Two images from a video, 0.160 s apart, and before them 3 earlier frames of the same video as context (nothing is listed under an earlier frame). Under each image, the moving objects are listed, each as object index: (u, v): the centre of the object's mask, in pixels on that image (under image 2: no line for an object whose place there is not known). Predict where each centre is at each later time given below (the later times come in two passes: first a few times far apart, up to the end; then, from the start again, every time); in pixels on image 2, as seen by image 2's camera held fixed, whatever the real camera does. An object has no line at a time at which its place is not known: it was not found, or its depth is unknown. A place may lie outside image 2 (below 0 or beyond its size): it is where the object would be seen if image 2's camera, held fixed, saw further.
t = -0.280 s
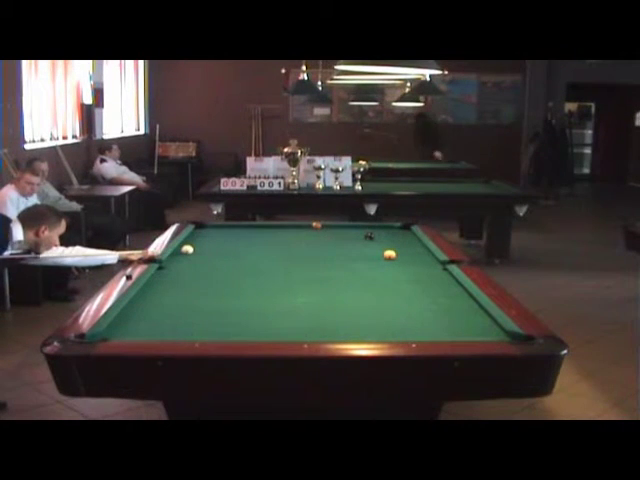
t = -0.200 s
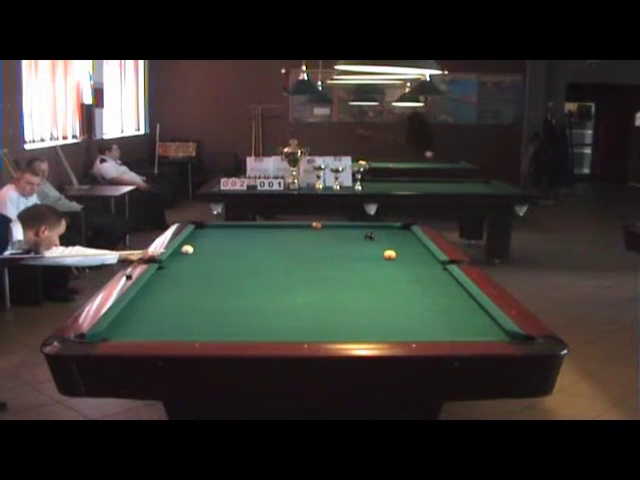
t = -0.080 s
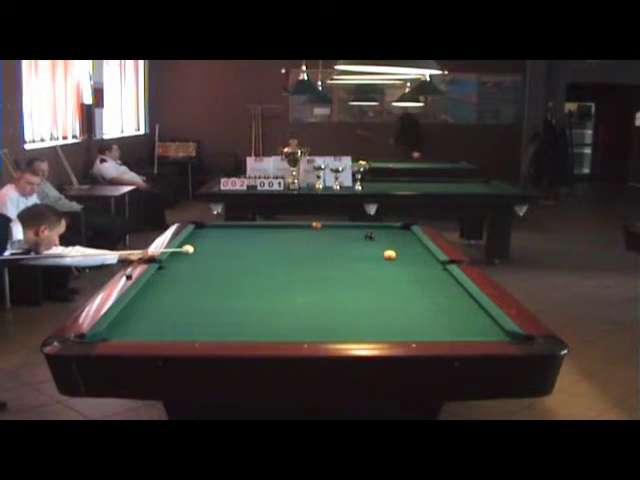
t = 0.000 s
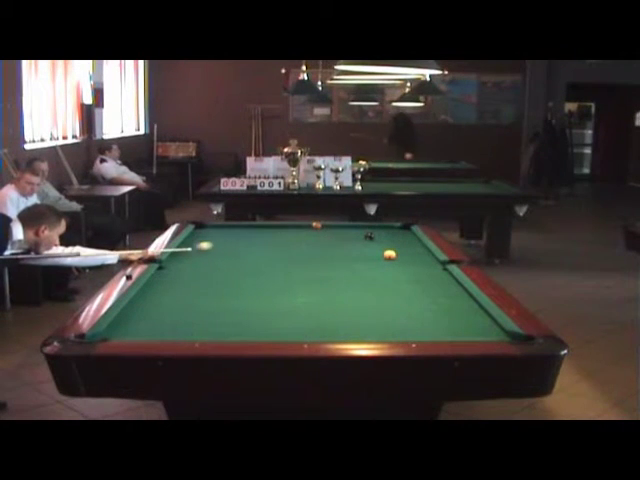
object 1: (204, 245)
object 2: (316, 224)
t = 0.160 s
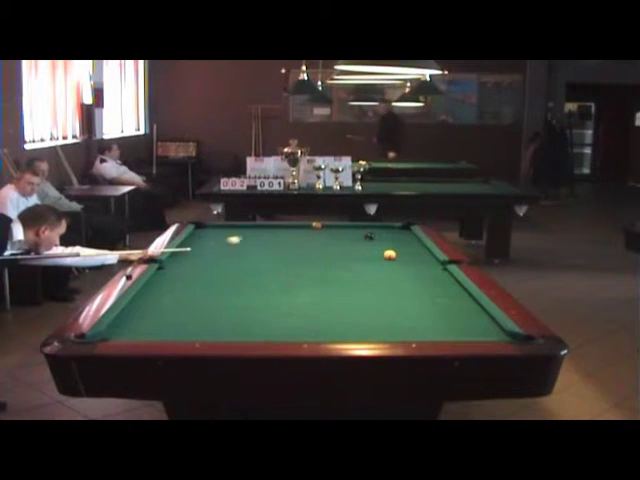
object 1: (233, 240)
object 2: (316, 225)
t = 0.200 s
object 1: (240, 238)
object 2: (316, 225)
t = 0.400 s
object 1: (272, 232)
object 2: (316, 225)
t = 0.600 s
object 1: (300, 227)
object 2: (316, 225)
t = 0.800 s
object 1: (307, 228)
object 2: (330, 225)
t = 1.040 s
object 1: (310, 231)
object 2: (348, 225)
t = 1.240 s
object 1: (312, 235)
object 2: (364, 225)
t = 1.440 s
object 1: (314, 238)
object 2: (378, 225)
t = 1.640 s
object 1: (317, 241)
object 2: (392, 225)
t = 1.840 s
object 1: (320, 245)
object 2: (405, 225)
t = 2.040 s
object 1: (323, 249)
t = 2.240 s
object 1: (326, 252)
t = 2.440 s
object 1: (329, 256)
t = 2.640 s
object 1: (333, 259)
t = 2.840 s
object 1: (336, 263)
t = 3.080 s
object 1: (340, 267)
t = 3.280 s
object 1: (343, 270)
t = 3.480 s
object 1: (346, 273)
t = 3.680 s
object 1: (349, 277)
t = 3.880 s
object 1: (352, 279)
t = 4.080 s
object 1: (356, 282)
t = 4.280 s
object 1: (358, 285)
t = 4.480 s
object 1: (361, 287)
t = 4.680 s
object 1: (364, 290)
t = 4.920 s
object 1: (367, 292)
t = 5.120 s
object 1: (368, 294)
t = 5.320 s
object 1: (369, 295)
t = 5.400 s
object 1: (370, 296)
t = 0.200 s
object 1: (240, 238)
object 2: (316, 225)
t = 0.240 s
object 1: (247, 237)
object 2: (316, 225)
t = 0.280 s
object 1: (253, 236)
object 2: (316, 225)
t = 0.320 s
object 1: (260, 234)
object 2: (316, 225)
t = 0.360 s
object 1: (266, 233)
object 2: (316, 225)
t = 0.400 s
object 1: (272, 232)
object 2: (316, 225)
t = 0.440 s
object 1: (278, 231)
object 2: (316, 225)
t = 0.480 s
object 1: (283, 230)
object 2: (316, 225)
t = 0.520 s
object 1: (289, 229)
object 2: (316, 225)
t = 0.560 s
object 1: (294, 228)
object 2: (316, 225)
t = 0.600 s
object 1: (300, 227)
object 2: (316, 225)
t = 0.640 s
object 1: (305, 226)
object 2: (316, 225)
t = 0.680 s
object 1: (306, 226)
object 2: (319, 225)
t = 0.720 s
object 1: (306, 226)
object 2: (322, 225)
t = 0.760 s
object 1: (306, 227)
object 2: (326, 225)
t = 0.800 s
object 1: (307, 228)
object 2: (330, 225)
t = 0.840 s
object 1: (307, 228)
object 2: (333, 225)
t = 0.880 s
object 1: (308, 229)
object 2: (336, 225)
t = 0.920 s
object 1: (308, 230)
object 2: (339, 225)
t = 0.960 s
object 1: (309, 230)
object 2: (342, 225)
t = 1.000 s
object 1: (309, 231)
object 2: (345, 225)
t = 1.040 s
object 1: (310, 231)
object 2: (348, 225)
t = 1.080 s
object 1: (310, 232)
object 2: (352, 225)
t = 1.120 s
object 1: (311, 233)
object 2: (355, 225)
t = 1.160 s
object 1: (311, 233)
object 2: (358, 225)
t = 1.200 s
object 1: (312, 234)
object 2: (361, 225)
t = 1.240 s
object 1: (312, 235)
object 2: (364, 225)
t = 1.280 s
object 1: (313, 235)
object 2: (367, 225)
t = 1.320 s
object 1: (313, 236)
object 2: (370, 225)
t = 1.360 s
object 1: (313, 237)
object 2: (373, 225)
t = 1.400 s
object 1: (314, 237)
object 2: (375, 225)
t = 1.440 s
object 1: (314, 238)
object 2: (378, 225)
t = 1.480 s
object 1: (315, 239)
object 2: (381, 225)
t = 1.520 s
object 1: (316, 239)
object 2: (384, 225)
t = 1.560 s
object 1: (316, 240)
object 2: (387, 225)
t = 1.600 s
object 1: (317, 241)
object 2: (389, 225)
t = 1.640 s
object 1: (317, 241)
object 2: (392, 225)
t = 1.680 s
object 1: (318, 242)
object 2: (395, 225)
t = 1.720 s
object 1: (318, 243)
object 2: (398, 225)
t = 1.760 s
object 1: (319, 244)
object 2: (400, 225)
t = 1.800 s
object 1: (320, 244)
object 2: (403, 225)
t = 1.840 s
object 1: (320, 245)
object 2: (405, 225)
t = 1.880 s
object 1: (321, 246)
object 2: (407, 226)
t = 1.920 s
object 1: (321, 246)
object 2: (409, 227)
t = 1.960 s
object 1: (322, 247)
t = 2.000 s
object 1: (323, 248)
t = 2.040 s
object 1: (323, 249)
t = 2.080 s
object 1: (324, 249)
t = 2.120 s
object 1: (325, 250)
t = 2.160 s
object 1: (325, 251)
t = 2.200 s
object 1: (326, 251)
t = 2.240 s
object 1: (326, 252)
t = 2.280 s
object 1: (327, 253)
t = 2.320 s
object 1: (328, 253)
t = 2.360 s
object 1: (328, 254)
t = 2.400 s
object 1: (329, 255)
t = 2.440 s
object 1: (329, 256)
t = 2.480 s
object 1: (330, 256)
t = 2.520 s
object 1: (331, 257)
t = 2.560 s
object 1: (331, 258)
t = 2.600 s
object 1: (332, 258)
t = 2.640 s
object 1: (333, 259)
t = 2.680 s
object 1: (333, 260)
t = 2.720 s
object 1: (334, 261)
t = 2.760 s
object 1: (334, 261)
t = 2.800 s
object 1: (335, 262)
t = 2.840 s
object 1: (336, 263)
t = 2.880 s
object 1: (336, 263)
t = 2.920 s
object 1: (337, 264)
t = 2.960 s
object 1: (337, 265)
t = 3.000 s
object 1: (338, 265)
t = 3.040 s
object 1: (339, 266)
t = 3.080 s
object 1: (340, 267)
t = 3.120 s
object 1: (340, 267)
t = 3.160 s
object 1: (341, 268)
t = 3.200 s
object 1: (341, 269)
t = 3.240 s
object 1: (342, 269)
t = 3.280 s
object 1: (343, 270)
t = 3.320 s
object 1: (343, 271)
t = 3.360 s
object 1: (344, 271)
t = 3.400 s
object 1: (345, 272)
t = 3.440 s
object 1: (345, 273)
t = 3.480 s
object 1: (346, 273)
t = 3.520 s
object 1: (347, 274)
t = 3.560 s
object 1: (347, 275)
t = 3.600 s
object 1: (348, 275)
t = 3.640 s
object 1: (348, 276)
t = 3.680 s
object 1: (349, 277)
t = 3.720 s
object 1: (350, 277)
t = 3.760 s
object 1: (350, 278)
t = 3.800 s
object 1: (351, 278)
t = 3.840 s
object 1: (352, 279)
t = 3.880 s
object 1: (352, 279)
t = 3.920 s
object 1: (353, 280)
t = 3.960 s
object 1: (353, 281)
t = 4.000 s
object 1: (354, 281)
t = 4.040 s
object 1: (355, 282)
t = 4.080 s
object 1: (356, 282)
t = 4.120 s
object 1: (356, 283)
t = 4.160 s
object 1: (356, 283)
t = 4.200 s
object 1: (357, 284)
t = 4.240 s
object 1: (357, 285)
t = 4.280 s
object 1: (358, 285)
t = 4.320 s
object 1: (359, 286)
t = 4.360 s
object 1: (359, 286)
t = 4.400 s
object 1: (360, 287)
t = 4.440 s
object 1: (360, 287)
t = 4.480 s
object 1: (361, 287)
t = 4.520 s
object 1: (361, 288)
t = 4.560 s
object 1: (362, 288)
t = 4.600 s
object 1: (362, 289)
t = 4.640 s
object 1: (363, 289)
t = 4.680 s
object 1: (364, 290)
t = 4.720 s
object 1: (364, 290)
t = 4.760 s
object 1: (365, 291)
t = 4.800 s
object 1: (365, 291)
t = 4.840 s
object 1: (366, 291)
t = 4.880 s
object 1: (366, 292)
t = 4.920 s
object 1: (367, 292)
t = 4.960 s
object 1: (367, 292)
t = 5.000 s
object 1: (367, 293)
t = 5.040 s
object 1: (368, 293)
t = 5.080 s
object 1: (368, 294)
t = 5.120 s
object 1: (368, 294)
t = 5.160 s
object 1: (369, 294)
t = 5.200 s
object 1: (369, 295)
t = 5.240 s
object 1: (369, 295)
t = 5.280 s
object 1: (369, 295)
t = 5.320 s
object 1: (369, 295)
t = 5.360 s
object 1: (370, 296)
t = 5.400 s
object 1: (370, 296)
